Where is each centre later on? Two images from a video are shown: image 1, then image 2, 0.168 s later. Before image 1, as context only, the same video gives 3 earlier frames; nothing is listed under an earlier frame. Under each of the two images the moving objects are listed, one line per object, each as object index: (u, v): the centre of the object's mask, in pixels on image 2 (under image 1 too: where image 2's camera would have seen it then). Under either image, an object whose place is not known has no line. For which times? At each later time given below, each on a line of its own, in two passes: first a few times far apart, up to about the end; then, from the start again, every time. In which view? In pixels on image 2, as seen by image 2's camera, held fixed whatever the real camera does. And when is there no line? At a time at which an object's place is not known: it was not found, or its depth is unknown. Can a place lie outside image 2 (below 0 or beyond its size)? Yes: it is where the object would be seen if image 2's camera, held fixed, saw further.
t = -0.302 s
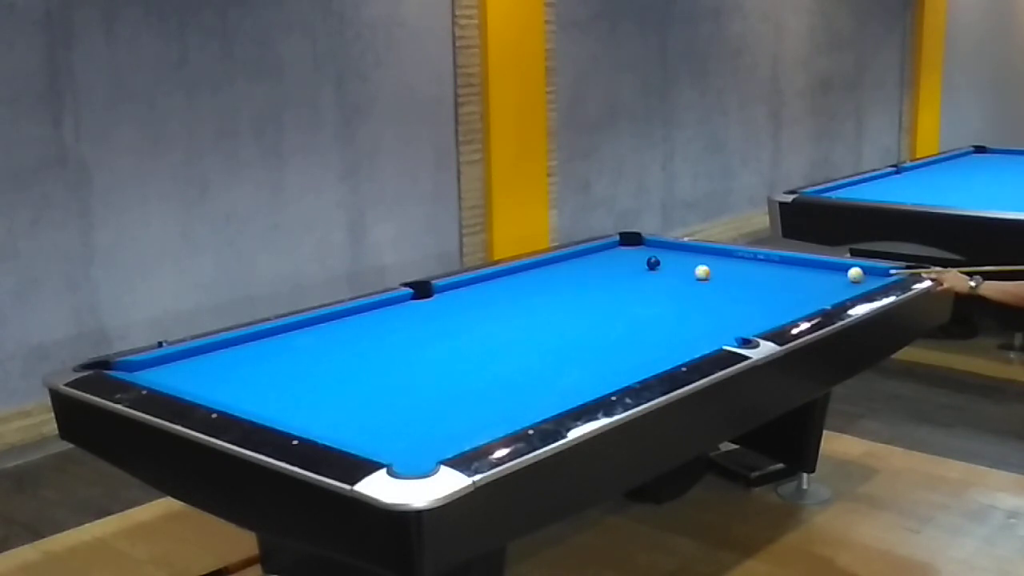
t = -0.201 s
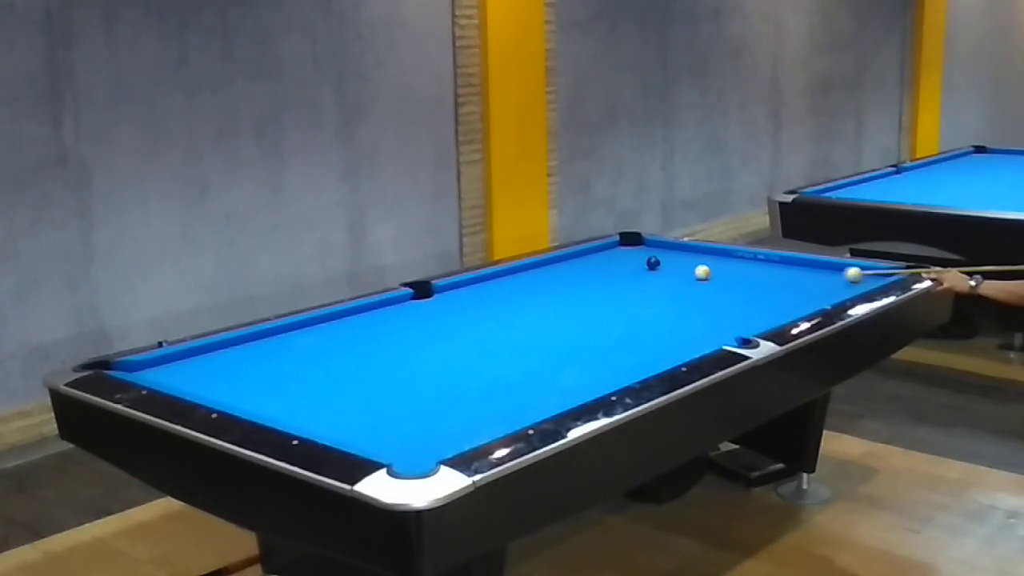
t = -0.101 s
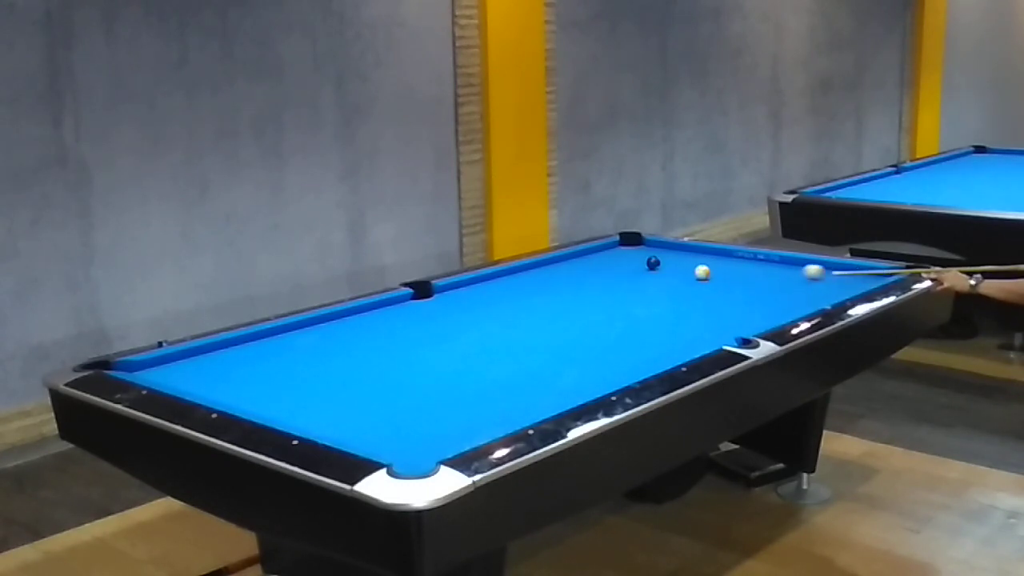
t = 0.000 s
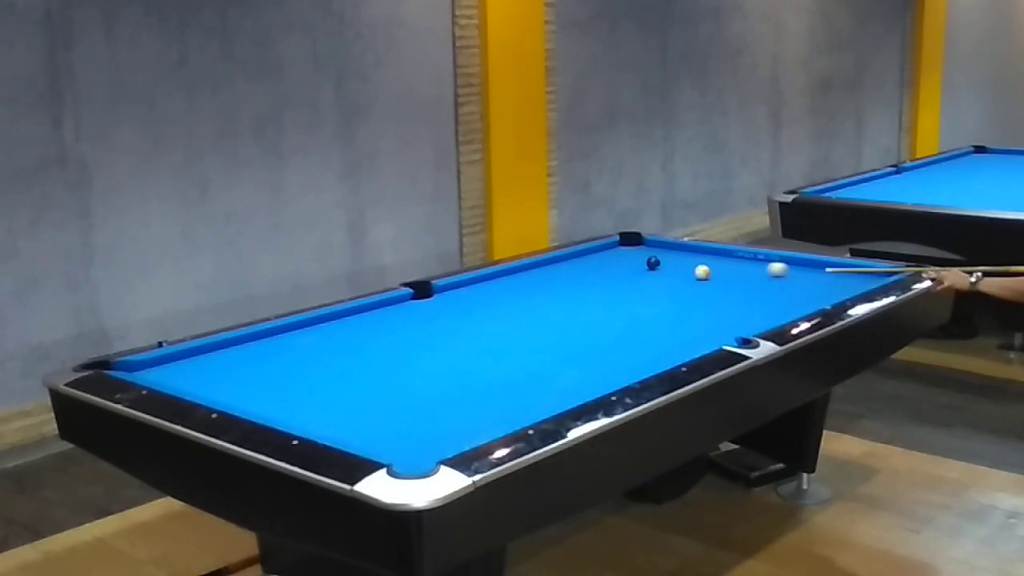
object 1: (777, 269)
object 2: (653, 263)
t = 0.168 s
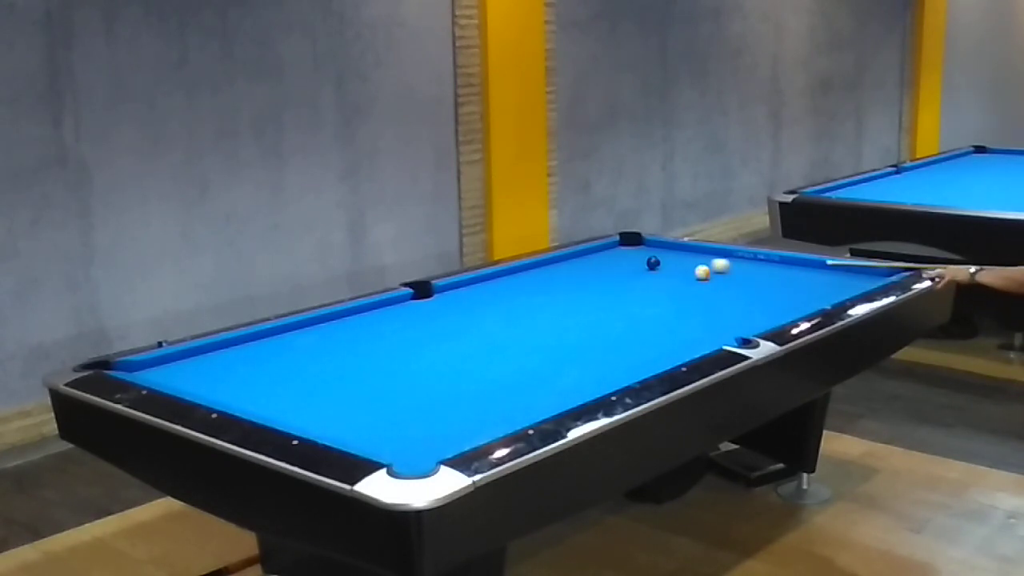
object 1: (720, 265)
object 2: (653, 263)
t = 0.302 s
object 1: (677, 262)
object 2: (653, 263)
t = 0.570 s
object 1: (649, 256)
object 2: (600, 265)
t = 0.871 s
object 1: (624, 248)
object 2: (547, 267)
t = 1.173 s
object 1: (623, 245)
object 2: (530, 270)
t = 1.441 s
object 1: (642, 245)
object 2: (530, 275)
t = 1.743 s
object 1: (662, 246)
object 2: (529, 281)
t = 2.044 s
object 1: (680, 246)
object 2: (528, 286)
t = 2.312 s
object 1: (686, 248)
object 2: (528, 290)
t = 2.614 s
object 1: (693, 249)
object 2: (528, 295)
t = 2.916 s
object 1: (699, 251)
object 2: (528, 300)
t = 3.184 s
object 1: (703, 252)
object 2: (528, 303)
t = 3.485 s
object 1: (708, 253)
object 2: (528, 307)
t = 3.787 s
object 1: (712, 253)
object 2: (529, 310)
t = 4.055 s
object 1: (715, 253)
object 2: (530, 313)
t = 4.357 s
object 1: (716, 254)
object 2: (530, 316)
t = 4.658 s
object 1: (717, 254)
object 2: (531, 318)
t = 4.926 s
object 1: (717, 254)
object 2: (532, 319)
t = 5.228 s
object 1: (717, 254)
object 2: (532, 320)
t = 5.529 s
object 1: (717, 254)
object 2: (533, 321)
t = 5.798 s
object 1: (717, 254)
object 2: (533, 321)
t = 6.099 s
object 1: (717, 254)
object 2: (533, 321)
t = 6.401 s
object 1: (717, 254)
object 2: (533, 321)
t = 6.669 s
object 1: (717, 253)
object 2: (533, 321)
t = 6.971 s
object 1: (717, 254)
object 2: (533, 321)
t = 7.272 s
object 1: (717, 254)
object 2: (533, 321)
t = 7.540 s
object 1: (717, 254)
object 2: (533, 321)
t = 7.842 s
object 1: (717, 254)
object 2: (533, 321)
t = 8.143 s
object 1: (717, 254)
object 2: (533, 321)
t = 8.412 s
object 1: (717, 254)
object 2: (533, 321)
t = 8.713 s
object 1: (717, 253)
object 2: (533, 321)
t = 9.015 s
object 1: (717, 254)
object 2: (533, 321)
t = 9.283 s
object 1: (717, 254)
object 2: (533, 321)
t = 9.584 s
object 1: (717, 254)
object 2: (533, 321)
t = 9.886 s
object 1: (717, 254)
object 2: (533, 321)
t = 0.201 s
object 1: (710, 263)
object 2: (653, 263)
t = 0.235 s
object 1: (697, 262)
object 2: (653, 263)
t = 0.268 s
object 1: (687, 263)
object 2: (653, 263)
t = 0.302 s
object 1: (677, 262)
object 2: (653, 263)
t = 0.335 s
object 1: (668, 262)
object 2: (651, 263)
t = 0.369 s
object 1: (666, 261)
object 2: (642, 264)
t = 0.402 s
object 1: (663, 260)
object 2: (634, 264)
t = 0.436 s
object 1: (661, 259)
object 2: (626, 264)
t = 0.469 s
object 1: (658, 258)
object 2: (619, 264)
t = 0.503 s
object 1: (655, 257)
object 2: (612, 265)
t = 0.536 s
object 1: (652, 256)
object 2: (606, 264)
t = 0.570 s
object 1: (649, 256)
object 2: (600, 265)
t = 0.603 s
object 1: (646, 255)
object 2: (595, 264)
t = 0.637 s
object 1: (643, 254)
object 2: (588, 265)
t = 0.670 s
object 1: (640, 253)
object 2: (582, 265)
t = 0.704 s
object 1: (637, 252)
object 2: (576, 265)
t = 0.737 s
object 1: (635, 252)
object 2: (570, 266)
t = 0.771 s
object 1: (632, 251)
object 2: (564, 265)
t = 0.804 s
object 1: (629, 250)
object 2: (558, 265)
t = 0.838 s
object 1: (626, 249)
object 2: (553, 266)
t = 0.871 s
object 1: (624, 248)
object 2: (547, 267)
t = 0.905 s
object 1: (621, 248)
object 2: (541, 267)
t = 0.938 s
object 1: (618, 247)
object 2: (535, 267)
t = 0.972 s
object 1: (615, 246)
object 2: (530, 267)
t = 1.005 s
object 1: (613, 245)
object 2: (530, 267)
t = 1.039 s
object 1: (612, 245)
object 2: (530, 268)
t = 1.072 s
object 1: (615, 245)
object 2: (530, 269)
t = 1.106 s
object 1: (618, 245)
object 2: (530, 269)
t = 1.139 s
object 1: (620, 245)
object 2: (530, 269)
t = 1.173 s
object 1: (623, 245)
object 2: (530, 270)
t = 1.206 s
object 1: (625, 245)
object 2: (530, 271)
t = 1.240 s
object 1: (628, 245)
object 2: (530, 272)
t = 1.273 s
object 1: (630, 245)
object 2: (530, 273)
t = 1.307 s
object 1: (633, 245)
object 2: (530, 274)
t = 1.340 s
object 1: (635, 245)
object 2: (529, 274)
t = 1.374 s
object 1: (637, 245)
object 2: (529, 274)
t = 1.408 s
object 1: (640, 246)
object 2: (530, 275)
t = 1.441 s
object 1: (642, 245)
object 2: (530, 275)
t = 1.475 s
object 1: (644, 245)
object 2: (529, 276)
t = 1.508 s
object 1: (647, 246)
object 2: (529, 276)
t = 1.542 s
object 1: (649, 245)
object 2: (529, 277)
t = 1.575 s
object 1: (651, 246)
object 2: (529, 278)
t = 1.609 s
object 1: (653, 245)
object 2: (529, 278)
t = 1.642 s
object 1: (656, 246)
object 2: (529, 279)
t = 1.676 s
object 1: (658, 246)
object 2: (529, 280)
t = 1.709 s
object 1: (660, 246)
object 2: (529, 281)
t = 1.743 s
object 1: (662, 246)
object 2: (529, 281)
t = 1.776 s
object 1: (664, 245)
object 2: (529, 282)
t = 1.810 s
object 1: (667, 246)
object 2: (529, 282)
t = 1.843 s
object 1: (669, 246)
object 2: (529, 282)
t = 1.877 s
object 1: (671, 246)
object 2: (529, 283)
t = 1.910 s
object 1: (673, 246)
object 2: (529, 284)
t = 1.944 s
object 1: (675, 246)
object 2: (529, 284)
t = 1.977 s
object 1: (677, 246)
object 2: (528, 285)
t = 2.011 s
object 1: (679, 246)
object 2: (528, 285)
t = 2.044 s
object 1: (680, 246)
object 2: (528, 286)
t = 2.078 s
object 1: (681, 246)
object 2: (528, 287)
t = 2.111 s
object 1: (682, 246)
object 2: (528, 287)
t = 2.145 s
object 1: (682, 247)
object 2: (529, 288)
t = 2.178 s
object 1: (683, 247)
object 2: (529, 288)
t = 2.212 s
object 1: (684, 247)
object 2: (529, 289)
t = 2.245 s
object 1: (684, 247)
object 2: (528, 290)
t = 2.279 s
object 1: (685, 248)
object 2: (528, 290)
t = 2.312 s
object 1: (686, 248)
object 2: (528, 290)
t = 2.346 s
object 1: (687, 248)
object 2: (528, 291)
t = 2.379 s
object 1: (688, 248)
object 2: (528, 292)
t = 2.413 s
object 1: (688, 248)
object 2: (528, 292)
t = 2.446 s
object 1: (689, 248)
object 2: (528, 293)
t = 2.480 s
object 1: (690, 249)
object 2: (528, 293)
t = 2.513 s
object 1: (691, 249)
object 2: (528, 294)
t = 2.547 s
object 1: (692, 249)
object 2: (528, 294)
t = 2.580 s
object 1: (692, 249)
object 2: (528, 295)
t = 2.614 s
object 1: (693, 249)
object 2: (528, 295)
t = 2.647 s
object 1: (693, 250)
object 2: (528, 296)
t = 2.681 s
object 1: (694, 250)
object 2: (528, 296)
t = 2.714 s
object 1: (695, 250)
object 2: (528, 297)
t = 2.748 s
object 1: (695, 250)
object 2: (528, 297)
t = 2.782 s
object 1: (696, 250)
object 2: (528, 298)
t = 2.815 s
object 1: (697, 250)
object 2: (528, 298)
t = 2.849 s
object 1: (697, 251)
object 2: (528, 299)
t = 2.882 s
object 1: (698, 251)
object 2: (528, 299)
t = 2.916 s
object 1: (699, 251)
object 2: (528, 300)
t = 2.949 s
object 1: (699, 251)
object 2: (528, 300)
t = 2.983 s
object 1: (700, 251)
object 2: (528, 300)
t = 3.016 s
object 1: (700, 251)
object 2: (528, 301)
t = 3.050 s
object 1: (701, 251)
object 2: (528, 301)
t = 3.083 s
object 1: (702, 251)
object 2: (528, 302)
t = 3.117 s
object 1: (702, 251)
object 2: (528, 303)
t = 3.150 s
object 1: (703, 252)
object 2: (528, 303)
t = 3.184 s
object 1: (703, 252)
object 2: (528, 303)
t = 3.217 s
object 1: (704, 252)
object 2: (528, 304)
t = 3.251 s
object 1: (704, 252)
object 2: (528, 304)
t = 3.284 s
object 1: (705, 252)
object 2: (528, 305)
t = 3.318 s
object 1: (706, 252)
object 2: (528, 305)
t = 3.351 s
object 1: (706, 252)
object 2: (528, 305)
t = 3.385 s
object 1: (707, 252)
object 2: (528, 306)
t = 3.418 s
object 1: (707, 252)
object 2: (528, 306)
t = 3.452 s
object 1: (708, 252)
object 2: (528, 307)
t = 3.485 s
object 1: (708, 253)
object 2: (528, 307)
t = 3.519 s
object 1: (709, 252)
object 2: (528, 308)
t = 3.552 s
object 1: (709, 253)
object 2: (528, 308)
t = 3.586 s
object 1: (710, 253)
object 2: (529, 308)
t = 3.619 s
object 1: (710, 253)
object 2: (529, 309)
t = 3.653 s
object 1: (711, 253)
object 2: (529, 309)
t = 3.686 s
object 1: (711, 253)
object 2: (529, 310)
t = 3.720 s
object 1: (711, 253)
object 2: (529, 310)
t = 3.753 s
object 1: (712, 253)
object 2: (529, 310)
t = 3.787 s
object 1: (712, 253)
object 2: (529, 310)
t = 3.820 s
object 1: (712, 253)
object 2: (529, 311)
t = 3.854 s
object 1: (713, 253)
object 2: (529, 311)
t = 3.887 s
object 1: (713, 253)
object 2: (529, 311)
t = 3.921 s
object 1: (713, 253)
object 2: (529, 312)
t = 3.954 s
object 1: (714, 253)
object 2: (529, 312)
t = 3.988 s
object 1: (714, 253)
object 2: (529, 312)
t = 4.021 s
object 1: (714, 254)
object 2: (529, 313)
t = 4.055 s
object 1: (715, 253)
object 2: (530, 313)
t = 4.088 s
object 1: (715, 254)
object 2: (530, 313)
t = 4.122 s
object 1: (715, 253)
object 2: (530, 314)
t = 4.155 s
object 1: (715, 254)
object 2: (530, 314)
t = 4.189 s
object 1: (716, 254)
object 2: (530, 314)
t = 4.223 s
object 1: (716, 254)
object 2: (530, 315)
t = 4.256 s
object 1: (716, 254)
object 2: (530, 315)
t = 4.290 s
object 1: (716, 254)
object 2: (530, 315)
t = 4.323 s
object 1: (716, 254)
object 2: (530, 315)
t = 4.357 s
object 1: (716, 254)
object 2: (530, 316)
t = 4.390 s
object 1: (716, 254)
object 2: (530, 316)
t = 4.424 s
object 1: (716, 254)
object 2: (530, 316)
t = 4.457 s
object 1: (717, 254)
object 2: (531, 317)
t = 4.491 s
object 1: (717, 254)
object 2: (531, 317)
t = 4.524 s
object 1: (717, 254)
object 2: (531, 317)
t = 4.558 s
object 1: (717, 254)
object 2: (531, 317)
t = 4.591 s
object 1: (717, 254)
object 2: (531, 318)
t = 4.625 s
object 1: (717, 254)
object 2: (531, 318)
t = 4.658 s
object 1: (717, 254)
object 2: (531, 318)
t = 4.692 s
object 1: (717, 254)
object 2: (531, 318)
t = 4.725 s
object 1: (717, 254)
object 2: (531, 318)
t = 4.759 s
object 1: (717, 254)
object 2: (531, 318)
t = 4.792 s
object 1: (717, 254)
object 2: (532, 318)
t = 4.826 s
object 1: (717, 254)
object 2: (532, 319)
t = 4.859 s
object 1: (717, 254)
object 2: (532, 319)
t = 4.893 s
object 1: (717, 254)
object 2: (532, 319)
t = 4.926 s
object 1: (717, 254)
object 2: (532, 319)
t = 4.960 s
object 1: (717, 254)
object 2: (532, 319)
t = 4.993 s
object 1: (717, 253)
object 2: (532, 320)
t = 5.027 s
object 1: (717, 254)
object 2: (532, 320)
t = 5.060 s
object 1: (717, 254)
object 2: (532, 320)
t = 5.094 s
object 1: (717, 254)
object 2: (532, 320)
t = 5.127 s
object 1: (717, 253)
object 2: (532, 320)
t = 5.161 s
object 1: (717, 253)
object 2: (532, 320)
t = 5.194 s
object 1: (717, 254)
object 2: (532, 320)
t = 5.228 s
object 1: (717, 254)
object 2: (532, 320)
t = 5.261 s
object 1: (717, 254)
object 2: (532, 321)
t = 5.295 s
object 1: (717, 254)
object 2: (532, 321)
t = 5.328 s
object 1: (717, 254)
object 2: (532, 321)
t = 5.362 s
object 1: (717, 253)
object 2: (532, 321)
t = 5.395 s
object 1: (717, 254)
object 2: (533, 321)
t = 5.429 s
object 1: (717, 254)
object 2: (533, 321)
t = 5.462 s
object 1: (717, 254)
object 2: (533, 321)
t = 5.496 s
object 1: (717, 254)
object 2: (533, 321)
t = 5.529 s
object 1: (717, 254)
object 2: (533, 321)
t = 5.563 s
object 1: (717, 254)
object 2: (533, 321)
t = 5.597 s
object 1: (717, 254)
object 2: (533, 321)
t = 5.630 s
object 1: (717, 254)
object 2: (533, 321)
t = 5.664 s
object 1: (717, 254)
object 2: (533, 321)
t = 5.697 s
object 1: (717, 253)
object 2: (533, 321)
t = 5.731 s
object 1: (717, 254)
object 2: (533, 321)
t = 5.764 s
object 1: (717, 253)
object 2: (533, 321)
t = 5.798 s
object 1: (717, 254)
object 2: (533, 321)
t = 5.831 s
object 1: (717, 254)
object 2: (533, 321)
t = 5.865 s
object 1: (717, 254)
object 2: (533, 321)
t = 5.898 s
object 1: (717, 254)
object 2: (533, 321)
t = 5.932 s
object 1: (717, 254)
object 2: (533, 321)
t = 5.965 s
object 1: (717, 254)
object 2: (533, 321)
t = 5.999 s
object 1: (717, 254)
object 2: (533, 321)
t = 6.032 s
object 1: (717, 254)
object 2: (533, 321)
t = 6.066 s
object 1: (717, 254)
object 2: (533, 321)
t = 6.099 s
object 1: (717, 254)
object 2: (533, 321)
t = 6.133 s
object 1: (717, 253)
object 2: (533, 321)
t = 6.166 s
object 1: (717, 253)
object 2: (533, 321)
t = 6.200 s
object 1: (717, 253)
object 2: (533, 321)
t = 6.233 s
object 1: (717, 254)
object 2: (533, 321)
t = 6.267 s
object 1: (717, 254)
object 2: (533, 321)
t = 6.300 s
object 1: (717, 254)
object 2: (533, 321)
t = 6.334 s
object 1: (717, 254)
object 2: (533, 321)
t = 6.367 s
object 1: (717, 254)
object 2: (533, 321)
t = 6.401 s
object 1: (717, 254)
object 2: (533, 321)
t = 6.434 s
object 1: (717, 254)
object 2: (533, 321)
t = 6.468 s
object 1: (717, 253)
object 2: (533, 321)
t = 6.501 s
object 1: (717, 254)
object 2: (533, 321)
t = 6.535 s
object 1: (717, 254)
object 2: (533, 321)
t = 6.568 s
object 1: (717, 253)
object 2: (533, 321)
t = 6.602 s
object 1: (717, 253)
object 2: (533, 321)
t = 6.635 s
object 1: (717, 254)
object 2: (533, 321)
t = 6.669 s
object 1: (717, 253)
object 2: (533, 321)
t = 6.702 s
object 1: (717, 254)
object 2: (533, 321)
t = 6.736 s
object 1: (717, 254)
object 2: (533, 321)
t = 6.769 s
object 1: (717, 254)
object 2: (533, 321)
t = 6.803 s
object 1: (717, 254)
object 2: (533, 321)
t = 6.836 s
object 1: (717, 254)
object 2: (533, 321)
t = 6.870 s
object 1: (717, 254)
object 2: (533, 321)
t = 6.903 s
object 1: (717, 254)
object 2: (533, 321)
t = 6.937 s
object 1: (717, 254)
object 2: (533, 321)
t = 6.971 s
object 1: (717, 254)
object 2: (533, 321)
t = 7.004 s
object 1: (717, 254)
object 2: (533, 321)
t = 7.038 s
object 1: (717, 254)
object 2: (533, 321)
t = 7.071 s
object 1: (717, 254)
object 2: (533, 321)
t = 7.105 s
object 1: (717, 254)
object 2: (533, 321)
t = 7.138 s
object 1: (717, 254)
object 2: (533, 321)
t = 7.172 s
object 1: (717, 254)
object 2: (533, 321)
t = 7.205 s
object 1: (717, 254)
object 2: (533, 321)
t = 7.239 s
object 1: (717, 254)
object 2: (533, 321)
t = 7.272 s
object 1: (717, 254)
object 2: (533, 321)
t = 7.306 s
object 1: (717, 254)
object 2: (533, 321)
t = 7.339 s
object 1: (717, 254)
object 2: (533, 321)
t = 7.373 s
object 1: (717, 254)
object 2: (533, 321)
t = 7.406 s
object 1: (717, 254)
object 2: (533, 321)
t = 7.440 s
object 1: (717, 254)
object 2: (533, 321)
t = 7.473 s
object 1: (717, 254)
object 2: (533, 321)
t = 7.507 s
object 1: (717, 254)
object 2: (533, 321)
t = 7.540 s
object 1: (717, 254)
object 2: (533, 321)
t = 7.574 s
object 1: (717, 254)
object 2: (533, 321)
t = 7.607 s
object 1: (717, 254)
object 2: (533, 321)
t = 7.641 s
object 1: (717, 254)
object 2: (533, 321)
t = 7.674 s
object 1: (717, 254)
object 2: (533, 321)
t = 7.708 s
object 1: (717, 254)
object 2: (533, 321)
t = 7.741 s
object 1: (717, 254)
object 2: (533, 321)
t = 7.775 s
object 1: (717, 254)
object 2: (533, 321)
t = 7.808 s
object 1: (717, 254)
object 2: (533, 321)
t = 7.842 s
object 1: (717, 254)
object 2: (533, 321)
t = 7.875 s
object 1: (717, 254)
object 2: (533, 321)
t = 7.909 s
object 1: (717, 253)
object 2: (533, 321)
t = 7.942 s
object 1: (717, 254)
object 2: (533, 321)
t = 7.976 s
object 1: (717, 254)
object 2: (533, 321)
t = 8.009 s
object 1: (717, 254)
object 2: (533, 321)
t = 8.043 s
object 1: (717, 254)
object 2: (533, 321)
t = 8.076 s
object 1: (717, 254)
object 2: (533, 321)
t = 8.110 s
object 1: (717, 254)
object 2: (533, 321)
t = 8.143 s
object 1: (717, 254)
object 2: (533, 321)
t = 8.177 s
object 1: (717, 254)
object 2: (533, 321)
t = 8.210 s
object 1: (717, 254)
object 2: (533, 321)
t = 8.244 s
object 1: (717, 254)
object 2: (533, 321)
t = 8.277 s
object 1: (717, 254)
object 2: (533, 321)
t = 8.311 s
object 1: (717, 254)
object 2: (533, 321)
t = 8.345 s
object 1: (717, 254)
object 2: (533, 321)
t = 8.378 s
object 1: (717, 254)
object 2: (533, 321)
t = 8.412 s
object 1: (717, 254)
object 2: (533, 321)
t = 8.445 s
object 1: (717, 254)
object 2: (533, 321)
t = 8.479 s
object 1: (717, 254)
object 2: (533, 321)
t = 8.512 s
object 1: (717, 254)
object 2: (533, 321)
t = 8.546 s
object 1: (717, 254)
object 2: (533, 321)
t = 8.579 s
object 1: (717, 253)
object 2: (533, 321)
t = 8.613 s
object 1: (717, 254)
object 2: (533, 321)
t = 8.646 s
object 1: (717, 254)
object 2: (533, 321)
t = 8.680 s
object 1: (717, 254)
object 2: (533, 321)
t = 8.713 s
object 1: (717, 253)
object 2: (533, 321)
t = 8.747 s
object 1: (717, 254)
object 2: (533, 321)
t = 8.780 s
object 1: (717, 254)
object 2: (533, 321)
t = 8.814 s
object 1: (717, 254)
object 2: (533, 321)
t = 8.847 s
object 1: (717, 254)
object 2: (533, 321)
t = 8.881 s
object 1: (717, 254)
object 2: (533, 321)
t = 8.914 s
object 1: (717, 254)
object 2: (533, 321)
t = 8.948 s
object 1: (717, 254)
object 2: (533, 321)
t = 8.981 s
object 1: (717, 253)
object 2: (533, 321)
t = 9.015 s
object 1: (717, 254)
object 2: (533, 321)
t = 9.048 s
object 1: (717, 253)
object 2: (533, 321)
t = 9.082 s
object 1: (717, 254)
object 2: (533, 321)
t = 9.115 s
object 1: (717, 254)
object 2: (533, 321)
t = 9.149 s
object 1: (717, 254)
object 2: (533, 321)
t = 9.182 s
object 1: (717, 254)
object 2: (533, 321)
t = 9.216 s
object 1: (717, 254)
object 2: (533, 321)
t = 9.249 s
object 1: (717, 254)
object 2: (533, 321)
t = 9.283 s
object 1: (717, 254)
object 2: (533, 321)
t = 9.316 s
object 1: (717, 254)
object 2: (533, 321)
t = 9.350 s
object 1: (717, 254)
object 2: (533, 321)
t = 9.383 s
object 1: (717, 254)
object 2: (533, 321)
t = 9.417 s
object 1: (717, 254)
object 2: (533, 321)
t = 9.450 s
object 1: (717, 254)
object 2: (533, 321)
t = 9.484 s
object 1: (717, 254)
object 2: (533, 321)
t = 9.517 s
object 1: (717, 254)
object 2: (533, 321)
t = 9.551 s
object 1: (717, 254)
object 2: (533, 321)
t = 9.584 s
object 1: (717, 254)
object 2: (533, 321)
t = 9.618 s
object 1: (717, 254)
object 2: (533, 321)
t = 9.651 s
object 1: (717, 254)
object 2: (533, 321)
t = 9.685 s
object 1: (717, 254)
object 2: (533, 321)
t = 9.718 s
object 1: (717, 254)
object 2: (533, 321)
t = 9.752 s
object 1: (717, 254)
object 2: (533, 321)
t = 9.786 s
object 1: (717, 254)
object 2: (533, 321)
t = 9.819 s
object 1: (717, 254)
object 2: (533, 321)
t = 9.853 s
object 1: (717, 254)
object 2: (533, 321)
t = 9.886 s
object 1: (717, 254)
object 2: (533, 321)
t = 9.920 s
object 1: (717, 254)
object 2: (533, 321)
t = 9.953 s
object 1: (717, 254)
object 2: (533, 321)
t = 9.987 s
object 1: (717, 254)
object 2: (533, 321)
